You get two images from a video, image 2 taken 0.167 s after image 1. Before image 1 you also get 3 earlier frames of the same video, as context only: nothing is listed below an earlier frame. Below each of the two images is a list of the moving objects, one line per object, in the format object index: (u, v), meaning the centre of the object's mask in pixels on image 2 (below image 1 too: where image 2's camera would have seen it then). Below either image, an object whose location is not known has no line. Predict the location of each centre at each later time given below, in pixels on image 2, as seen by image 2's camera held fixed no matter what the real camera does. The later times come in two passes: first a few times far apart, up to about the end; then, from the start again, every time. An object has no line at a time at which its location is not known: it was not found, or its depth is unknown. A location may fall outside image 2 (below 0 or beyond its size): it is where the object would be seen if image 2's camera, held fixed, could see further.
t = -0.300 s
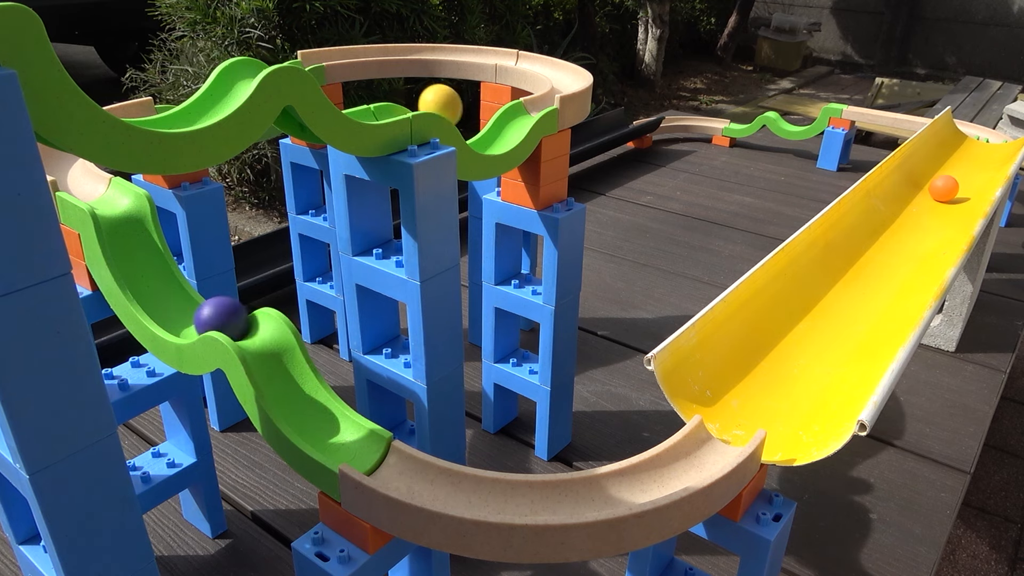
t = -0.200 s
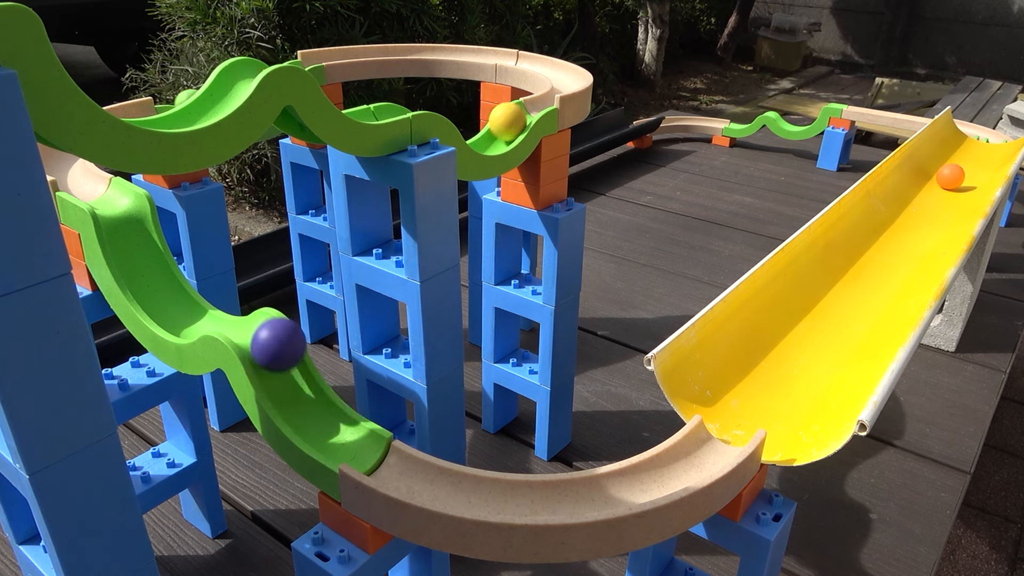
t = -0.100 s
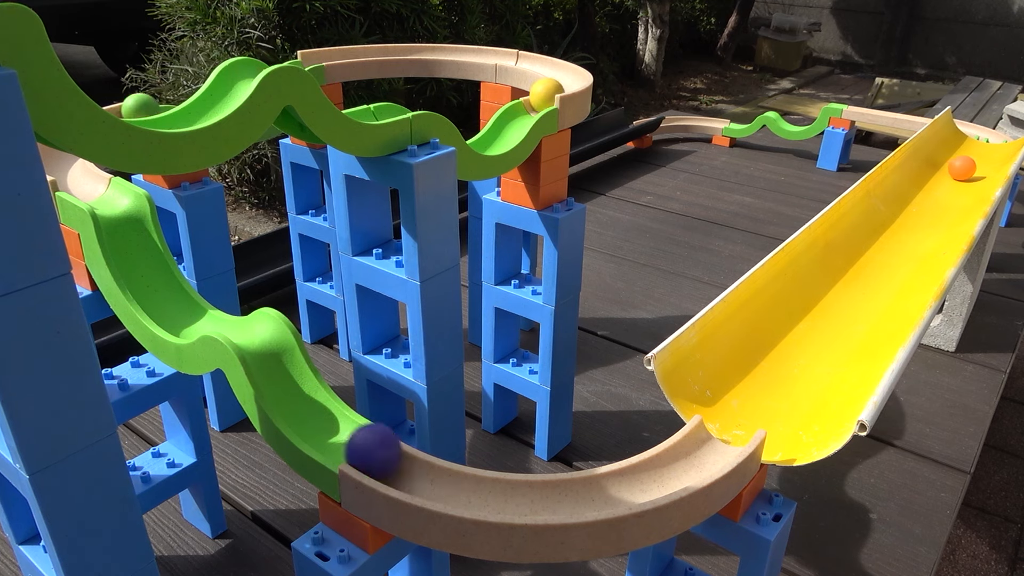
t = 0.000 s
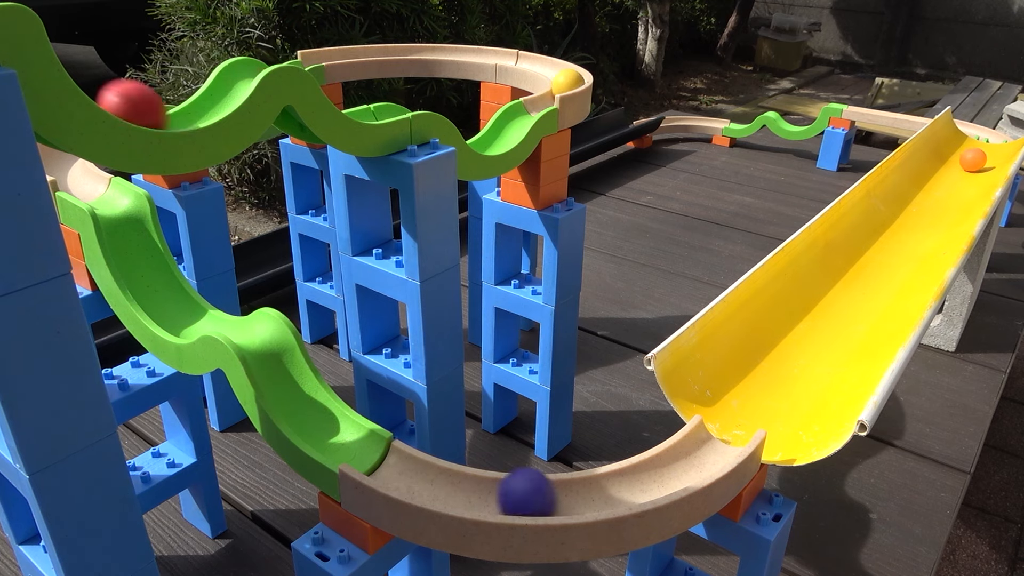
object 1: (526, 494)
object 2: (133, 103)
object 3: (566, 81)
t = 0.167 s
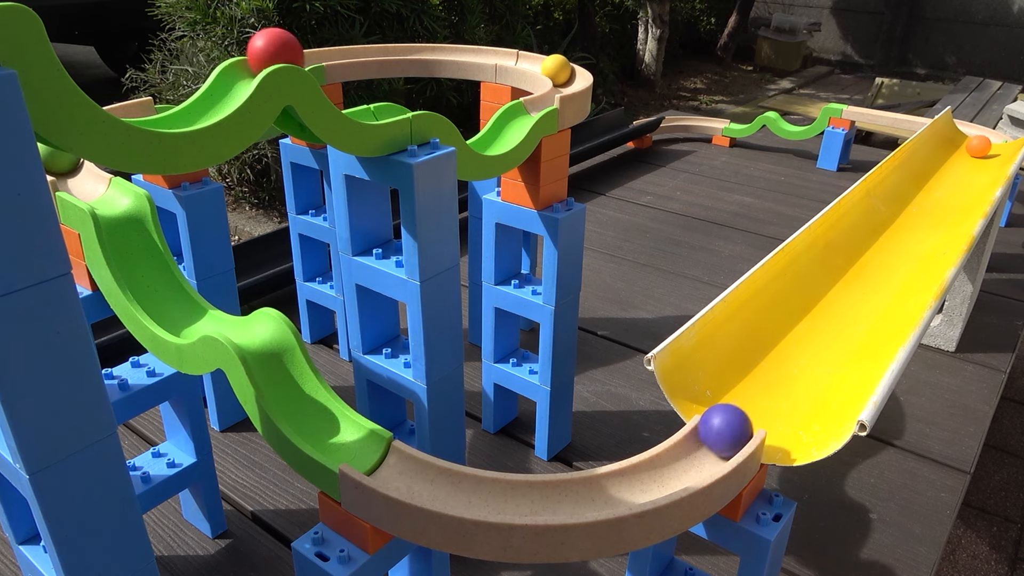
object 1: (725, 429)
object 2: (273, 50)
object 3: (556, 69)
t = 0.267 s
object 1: (775, 387)
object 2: (359, 104)
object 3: (529, 59)
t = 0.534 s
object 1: (865, 290)
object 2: (540, 95)
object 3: (440, 48)
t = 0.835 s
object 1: (924, 223)
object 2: (540, 61)
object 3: (335, 52)
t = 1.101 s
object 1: (946, 180)
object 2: (427, 48)
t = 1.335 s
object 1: (972, 157)
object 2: (324, 53)
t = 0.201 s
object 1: (742, 411)
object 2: (302, 61)
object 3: (548, 65)
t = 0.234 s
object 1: (758, 401)
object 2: (336, 94)
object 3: (540, 62)
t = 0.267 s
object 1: (775, 387)
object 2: (359, 104)
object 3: (529, 59)
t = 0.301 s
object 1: (791, 373)
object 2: (388, 101)
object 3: (518, 56)
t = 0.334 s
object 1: (807, 360)
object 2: (417, 98)
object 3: (507, 54)
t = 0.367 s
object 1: (821, 347)
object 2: (448, 109)
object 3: (497, 53)
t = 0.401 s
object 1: (833, 335)
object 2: (475, 136)
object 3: (487, 52)
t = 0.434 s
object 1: (844, 323)
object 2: (494, 134)
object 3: (475, 51)
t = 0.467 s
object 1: (852, 311)
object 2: (512, 113)
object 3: (464, 50)
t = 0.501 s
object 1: (859, 300)
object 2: (526, 100)
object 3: (453, 49)
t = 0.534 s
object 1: (865, 290)
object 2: (540, 95)
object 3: (440, 48)
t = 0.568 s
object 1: (869, 280)
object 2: (551, 90)
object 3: (428, 48)
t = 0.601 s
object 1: (874, 270)
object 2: (561, 86)
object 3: (416, 48)
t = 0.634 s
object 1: (878, 261)
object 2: (566, 81)
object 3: (404, 48)
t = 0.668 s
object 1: (884, 253)
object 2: (569, 79)
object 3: (392, 48)
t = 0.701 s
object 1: (891, 246)
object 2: (568, 77)
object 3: (380, 48)
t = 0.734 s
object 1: (899, 240)
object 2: (566, 75)
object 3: (368, 49)
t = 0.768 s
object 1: (907, 234)
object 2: (559, 70)
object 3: (357, 50)
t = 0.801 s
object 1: (916, 229)
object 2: (551, 66)
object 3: (345, 51)
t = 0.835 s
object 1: (924, 223)
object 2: (540, 61)
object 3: (335, 52)
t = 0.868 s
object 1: (931, 217)
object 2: (527, 58)
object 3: (324, 53)
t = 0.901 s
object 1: (937, 212)
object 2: (514, 55)
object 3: (314, 54)
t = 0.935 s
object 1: (941, 206)
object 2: (500, 53)
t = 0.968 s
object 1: (943, 201)
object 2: (487, 51)
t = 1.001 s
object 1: (945, 196)
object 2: (473, 50)
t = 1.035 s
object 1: (945, 190)
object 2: (458, 49)
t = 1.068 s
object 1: (946, 185)
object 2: (443, 48)
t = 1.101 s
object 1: (946, 180)
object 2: (427, 48)
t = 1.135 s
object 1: (948, 176)
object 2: (412, 48)
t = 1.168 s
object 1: (950, 172)
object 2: (396, 47)
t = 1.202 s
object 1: (954, 168)
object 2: (380, 48)
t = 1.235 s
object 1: (957, 165)
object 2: (366, 48)
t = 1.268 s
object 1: (962, 162)
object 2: (352, 50)
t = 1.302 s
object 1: (967, 159)
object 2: (337, 51)
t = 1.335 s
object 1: (972, 157)
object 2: (324, 53)
